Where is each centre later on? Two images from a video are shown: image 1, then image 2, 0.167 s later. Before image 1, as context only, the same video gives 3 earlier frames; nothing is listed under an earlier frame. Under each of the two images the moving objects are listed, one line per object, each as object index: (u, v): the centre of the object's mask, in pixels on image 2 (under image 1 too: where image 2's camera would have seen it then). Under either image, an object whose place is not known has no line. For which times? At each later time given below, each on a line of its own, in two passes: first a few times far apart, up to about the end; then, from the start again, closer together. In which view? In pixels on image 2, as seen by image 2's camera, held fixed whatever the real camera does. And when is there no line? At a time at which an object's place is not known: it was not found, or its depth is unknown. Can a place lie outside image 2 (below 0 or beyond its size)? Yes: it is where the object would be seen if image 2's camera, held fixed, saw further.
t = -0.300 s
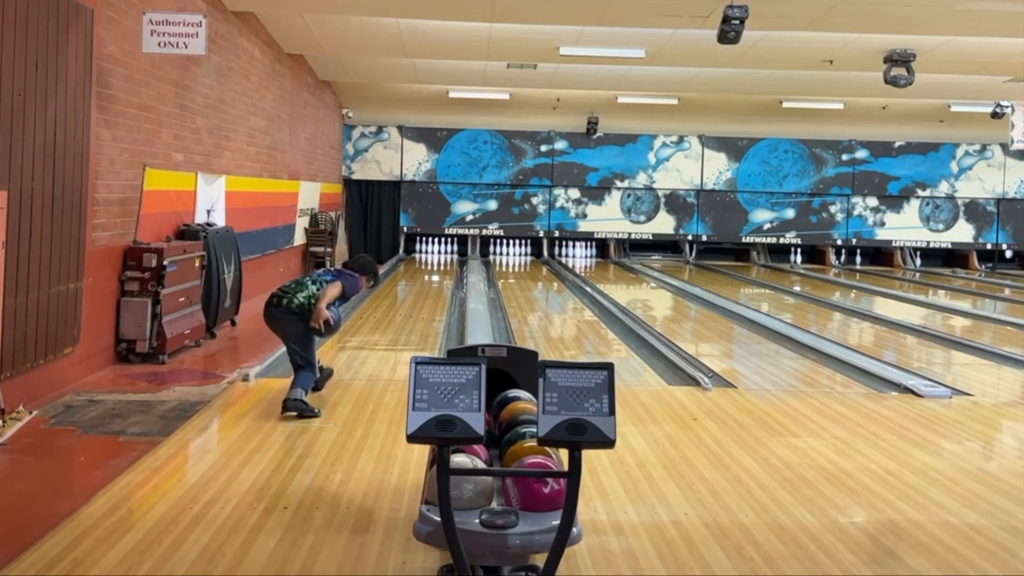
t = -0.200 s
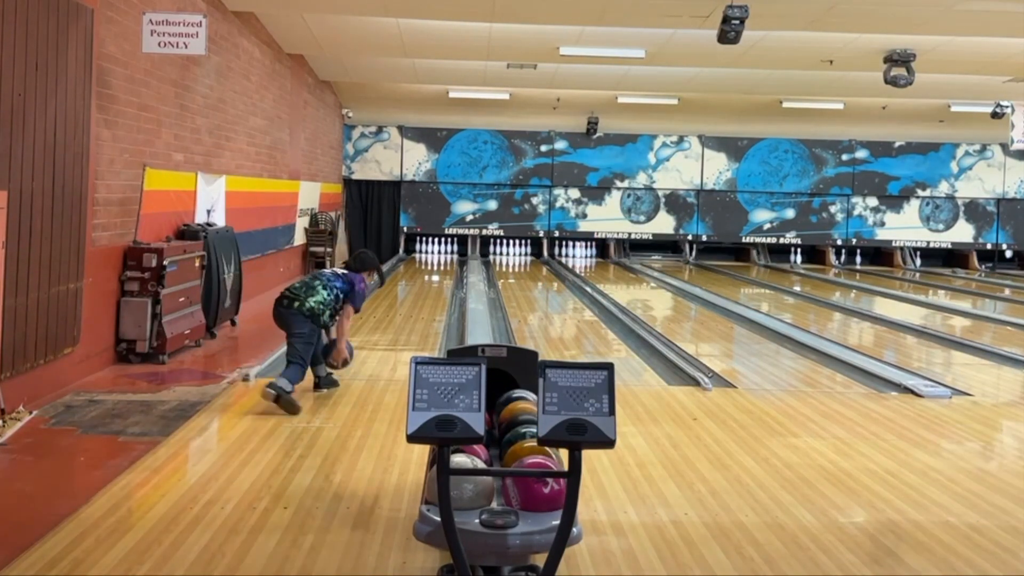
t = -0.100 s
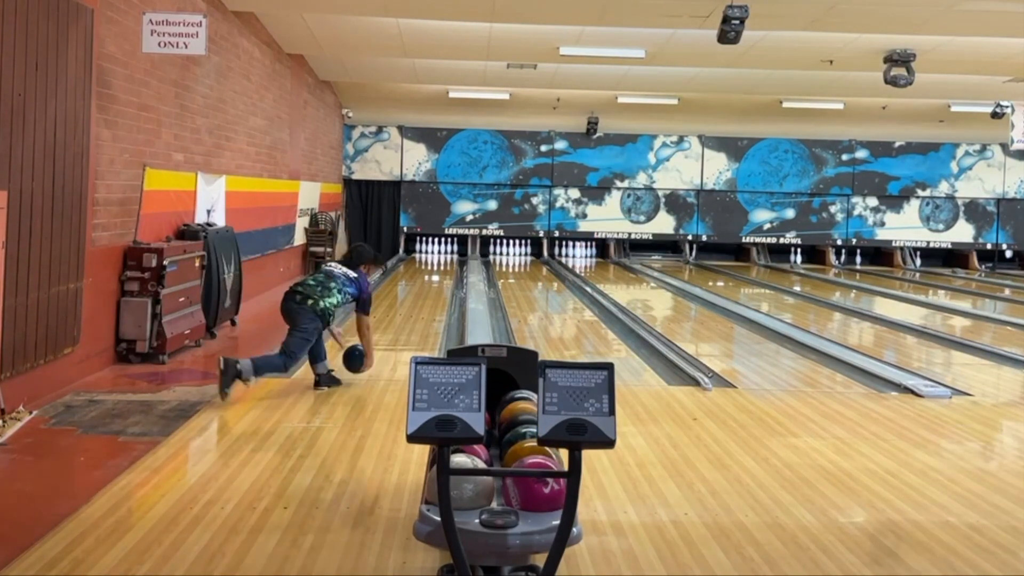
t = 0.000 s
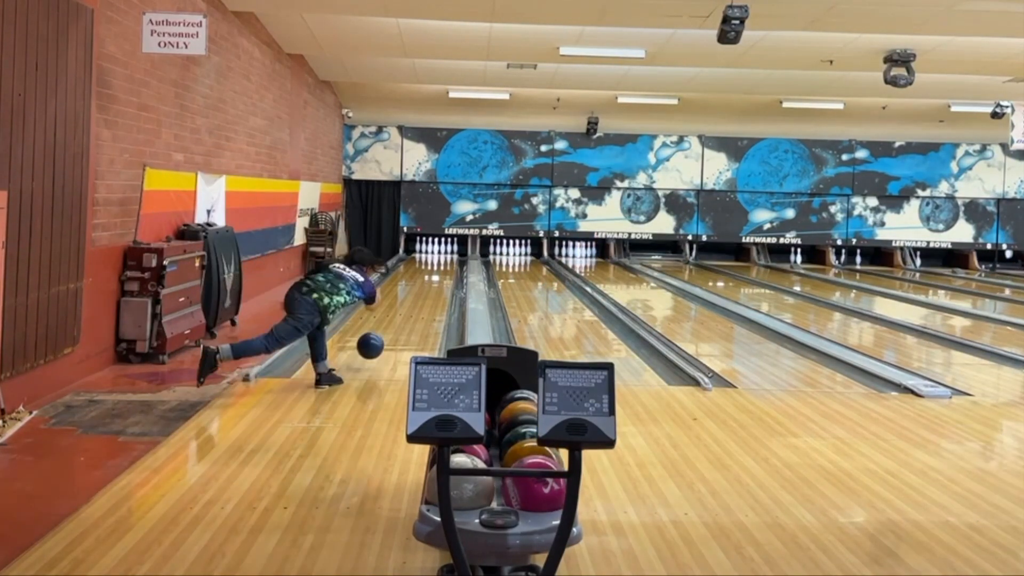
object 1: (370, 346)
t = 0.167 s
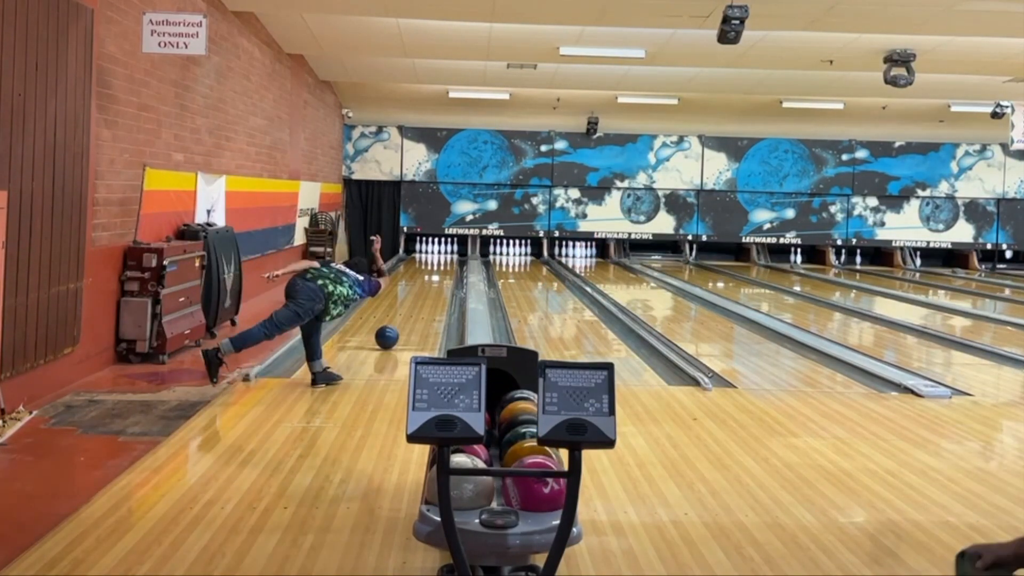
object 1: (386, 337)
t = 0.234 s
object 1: (392, 333)
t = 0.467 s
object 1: (408, 316)
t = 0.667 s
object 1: (418, 304)
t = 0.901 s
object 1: (428, 293)
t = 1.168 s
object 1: (436, 282)
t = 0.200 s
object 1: (389, 334)
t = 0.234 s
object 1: (392, 333)
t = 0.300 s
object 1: (397, 328)
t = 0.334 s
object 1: (399, 325)
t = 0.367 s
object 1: (402, 322)
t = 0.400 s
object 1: (404, 320)
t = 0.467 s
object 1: (408, 316)
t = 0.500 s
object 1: (410, 314)
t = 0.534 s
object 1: (412, 311)
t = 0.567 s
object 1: (414, 309)
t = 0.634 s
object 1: (417, 305)
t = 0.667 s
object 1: (418, 304)
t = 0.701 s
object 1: (420, 302)
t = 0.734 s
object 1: (421, 300)
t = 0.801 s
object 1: (424, 297)
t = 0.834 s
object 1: (425, 296)
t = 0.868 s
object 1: (426, 294)
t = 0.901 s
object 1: (428, 293)
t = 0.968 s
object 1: (430, 290)
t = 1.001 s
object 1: (431, 288)
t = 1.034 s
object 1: (432, 287)
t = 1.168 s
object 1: (436, 282)
